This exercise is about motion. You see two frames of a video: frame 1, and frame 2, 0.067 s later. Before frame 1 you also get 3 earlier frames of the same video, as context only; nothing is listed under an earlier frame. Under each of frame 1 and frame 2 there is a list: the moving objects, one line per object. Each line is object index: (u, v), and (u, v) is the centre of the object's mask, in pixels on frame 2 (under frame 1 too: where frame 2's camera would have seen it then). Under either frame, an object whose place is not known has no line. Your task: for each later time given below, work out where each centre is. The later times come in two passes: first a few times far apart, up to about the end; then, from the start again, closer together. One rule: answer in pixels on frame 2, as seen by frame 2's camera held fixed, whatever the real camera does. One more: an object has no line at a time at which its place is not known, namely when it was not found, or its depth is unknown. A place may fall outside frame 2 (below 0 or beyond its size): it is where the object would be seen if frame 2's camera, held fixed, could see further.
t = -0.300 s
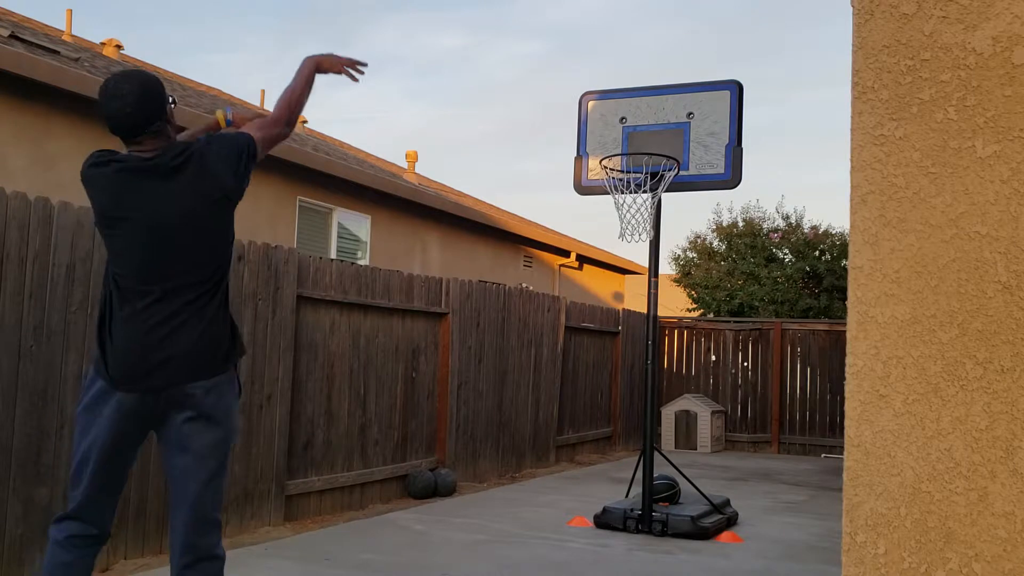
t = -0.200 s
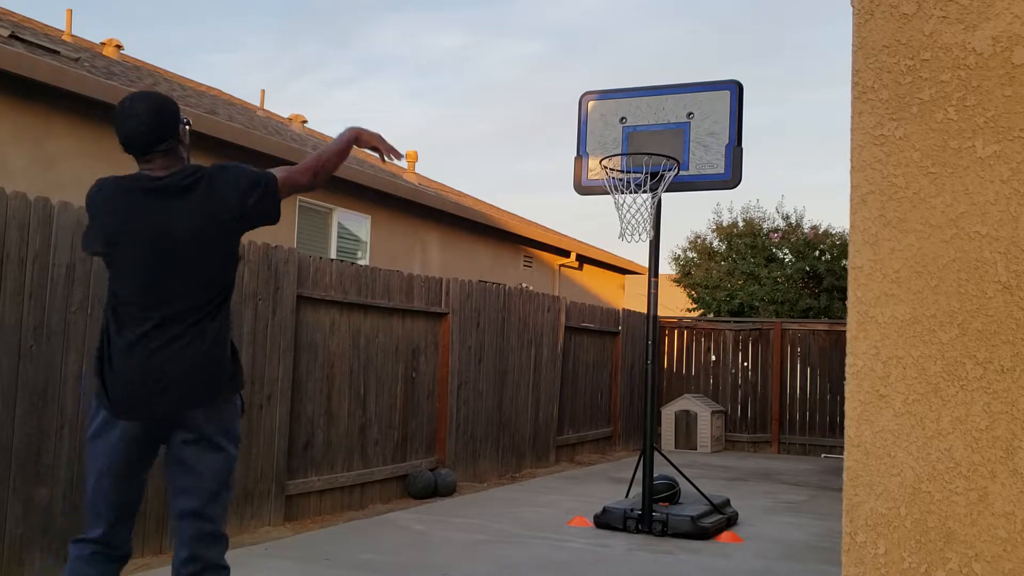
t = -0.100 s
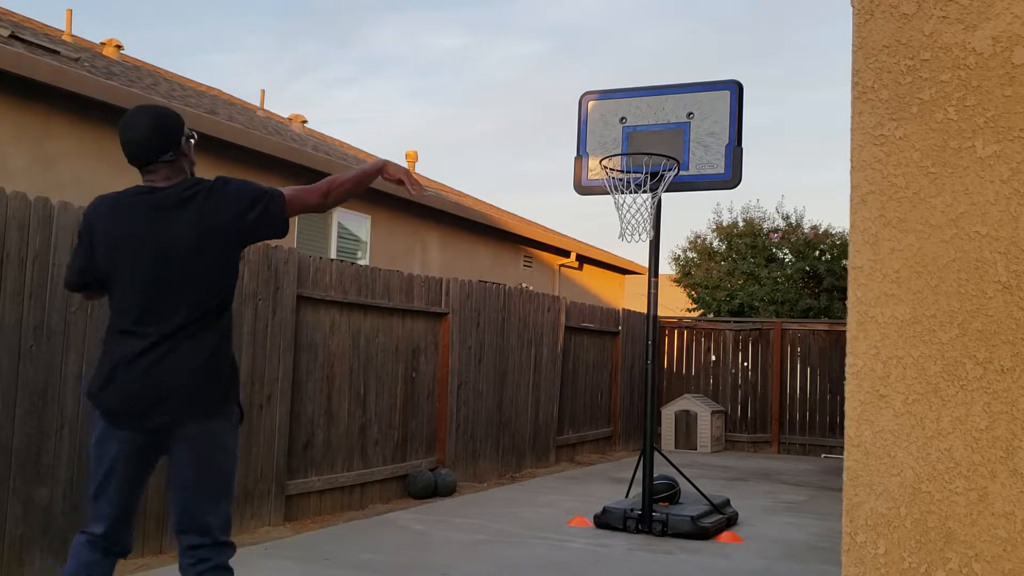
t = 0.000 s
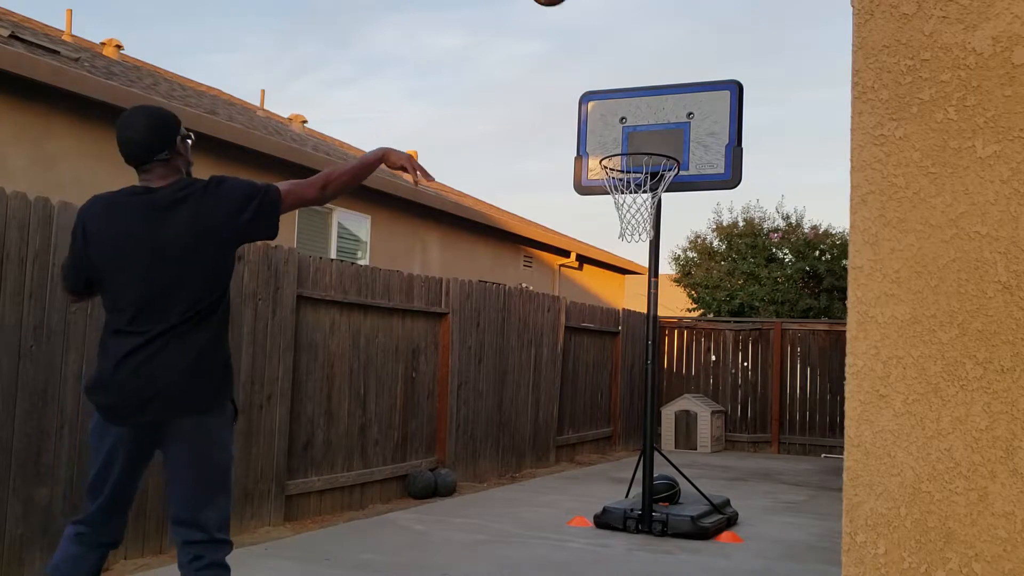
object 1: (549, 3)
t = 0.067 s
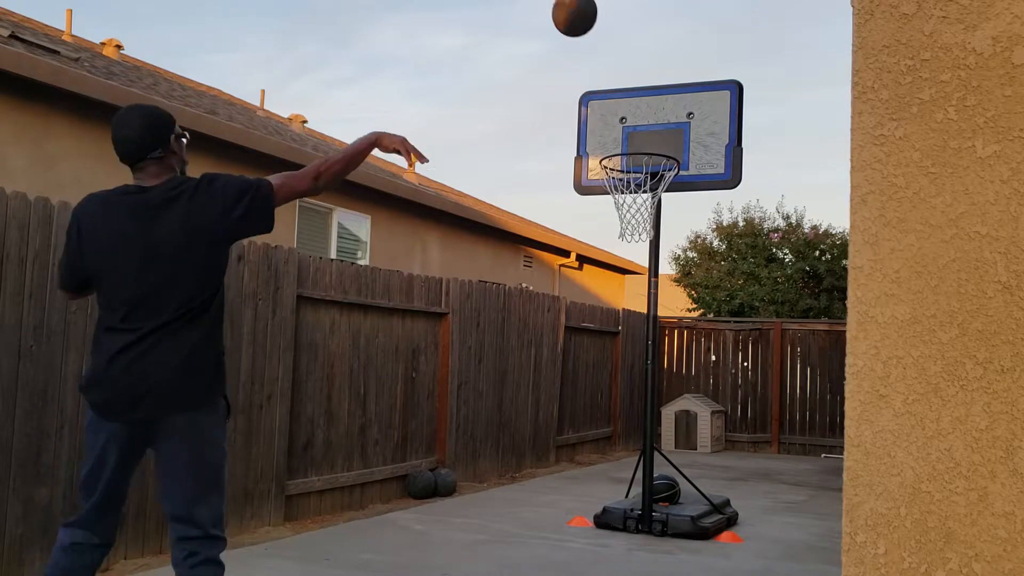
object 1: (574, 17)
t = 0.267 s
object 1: (634, 135)
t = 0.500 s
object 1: (633, 222)
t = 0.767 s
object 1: (611, 326)
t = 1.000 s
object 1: (589, 537)
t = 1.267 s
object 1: (557, 358)
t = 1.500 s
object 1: (525, 295)
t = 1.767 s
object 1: (483, 340)
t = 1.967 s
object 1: (448, 459)
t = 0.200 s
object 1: (617, 91)
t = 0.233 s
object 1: (626, 114)
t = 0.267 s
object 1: (634, 135)
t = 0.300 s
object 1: (644, 148)
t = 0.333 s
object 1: (646, 176)
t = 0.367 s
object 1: (644, 194)
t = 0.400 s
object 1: (637, 210)
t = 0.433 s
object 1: (637, 213)
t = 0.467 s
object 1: (634, 222)
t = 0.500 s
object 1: (633, 222)
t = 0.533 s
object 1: (630, 228)
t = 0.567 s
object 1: (628, 236)
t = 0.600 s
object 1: (625, 246)
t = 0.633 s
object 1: (623, 258)
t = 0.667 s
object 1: (620, 273)
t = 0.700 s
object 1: (617, 289)
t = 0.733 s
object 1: (614, 307)
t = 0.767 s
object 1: (611, 326)
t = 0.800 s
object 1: (609, 350)
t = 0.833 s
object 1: (606, 374)
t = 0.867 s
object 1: (600, 399)
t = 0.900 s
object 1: (597, 431)
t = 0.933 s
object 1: (596, 464)
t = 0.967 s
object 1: (592, 499)
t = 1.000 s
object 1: (589, 537)
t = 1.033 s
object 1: (585, 522)
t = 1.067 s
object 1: (581, 492)
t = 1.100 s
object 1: (577, 464)
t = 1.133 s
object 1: (573, 438)
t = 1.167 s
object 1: (566, 415)
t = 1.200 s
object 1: (563, 391)
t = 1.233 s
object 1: (560, 373)
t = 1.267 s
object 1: (557, 358)
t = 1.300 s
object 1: (551, 343)
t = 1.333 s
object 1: (548, 330)
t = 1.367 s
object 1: (543, 319)
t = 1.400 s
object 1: (539, 310)
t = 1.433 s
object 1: (533, 303)
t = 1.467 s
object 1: (530, 298)
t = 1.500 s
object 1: (525, 295)
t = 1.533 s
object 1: (520, 294)
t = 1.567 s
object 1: (515, 294)
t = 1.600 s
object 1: (510, 297)
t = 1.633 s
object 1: (504, 302)
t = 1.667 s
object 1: (499, 308)
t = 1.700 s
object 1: (494, 317)
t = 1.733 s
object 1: (489, 327)
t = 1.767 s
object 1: (483, 340)
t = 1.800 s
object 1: (477, 355)
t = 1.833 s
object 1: (472, 372)
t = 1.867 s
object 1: (466, 389)
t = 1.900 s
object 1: (459, 411)
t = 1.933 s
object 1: (454, 432)
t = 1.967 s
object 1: (448, 459)
